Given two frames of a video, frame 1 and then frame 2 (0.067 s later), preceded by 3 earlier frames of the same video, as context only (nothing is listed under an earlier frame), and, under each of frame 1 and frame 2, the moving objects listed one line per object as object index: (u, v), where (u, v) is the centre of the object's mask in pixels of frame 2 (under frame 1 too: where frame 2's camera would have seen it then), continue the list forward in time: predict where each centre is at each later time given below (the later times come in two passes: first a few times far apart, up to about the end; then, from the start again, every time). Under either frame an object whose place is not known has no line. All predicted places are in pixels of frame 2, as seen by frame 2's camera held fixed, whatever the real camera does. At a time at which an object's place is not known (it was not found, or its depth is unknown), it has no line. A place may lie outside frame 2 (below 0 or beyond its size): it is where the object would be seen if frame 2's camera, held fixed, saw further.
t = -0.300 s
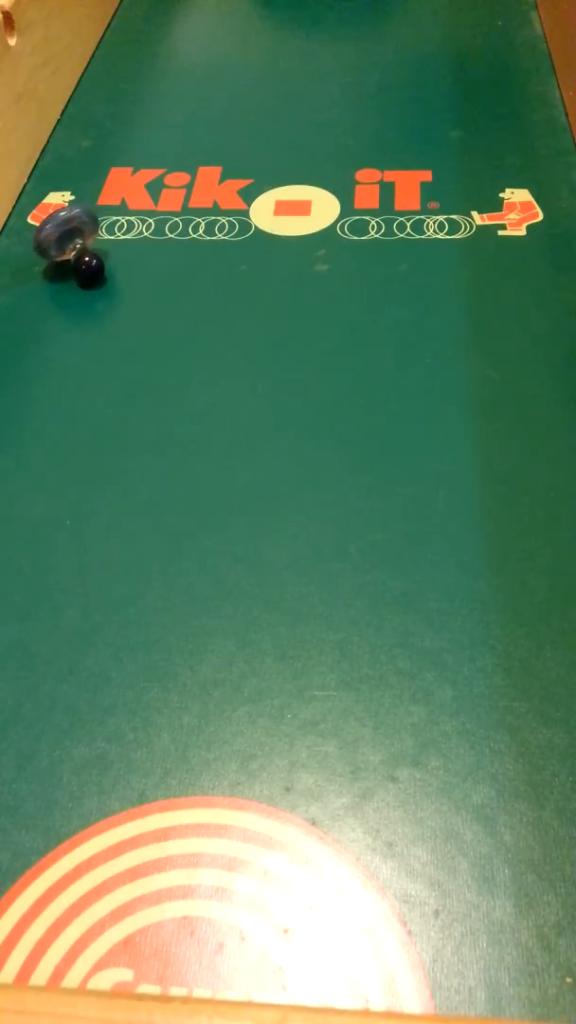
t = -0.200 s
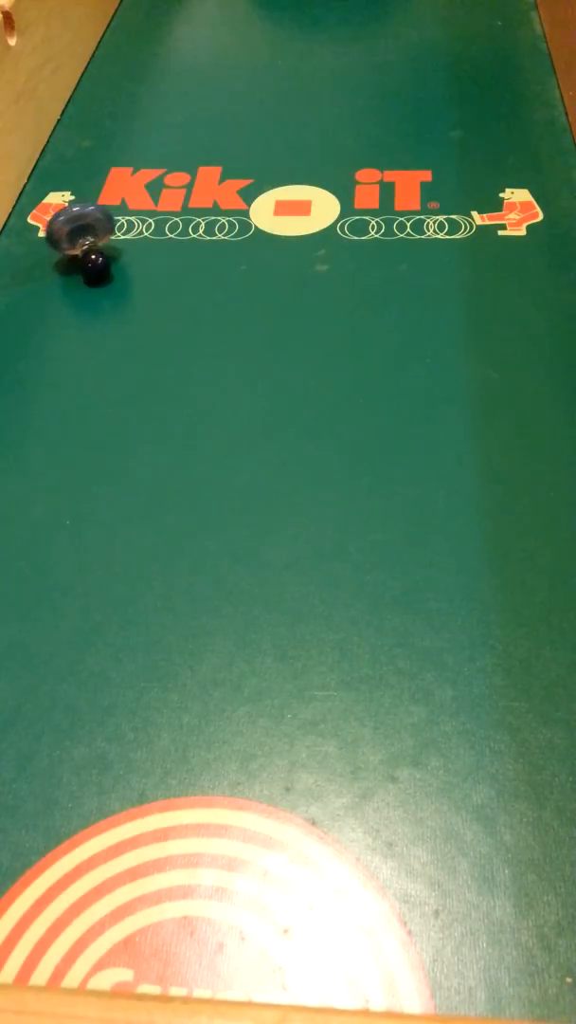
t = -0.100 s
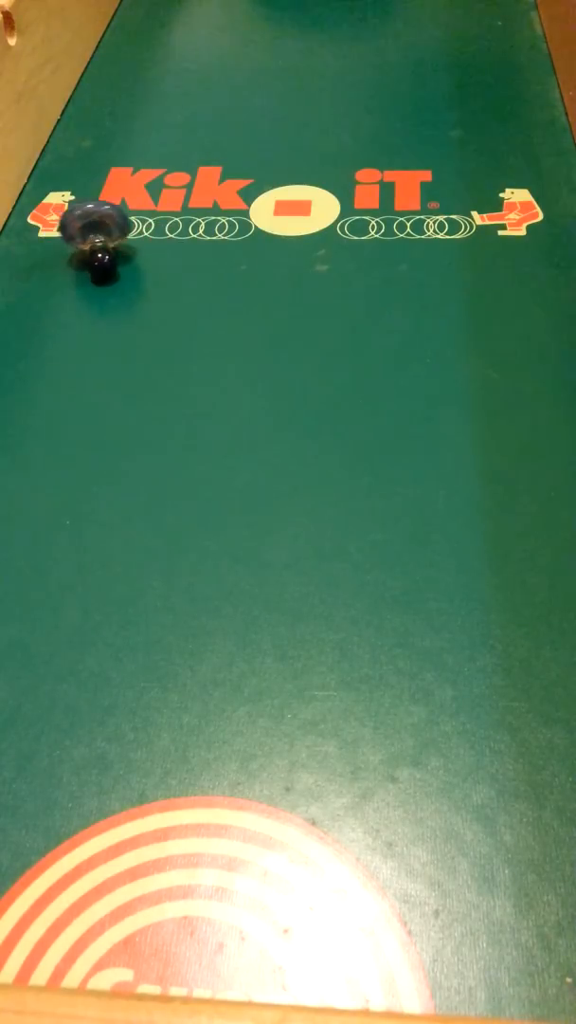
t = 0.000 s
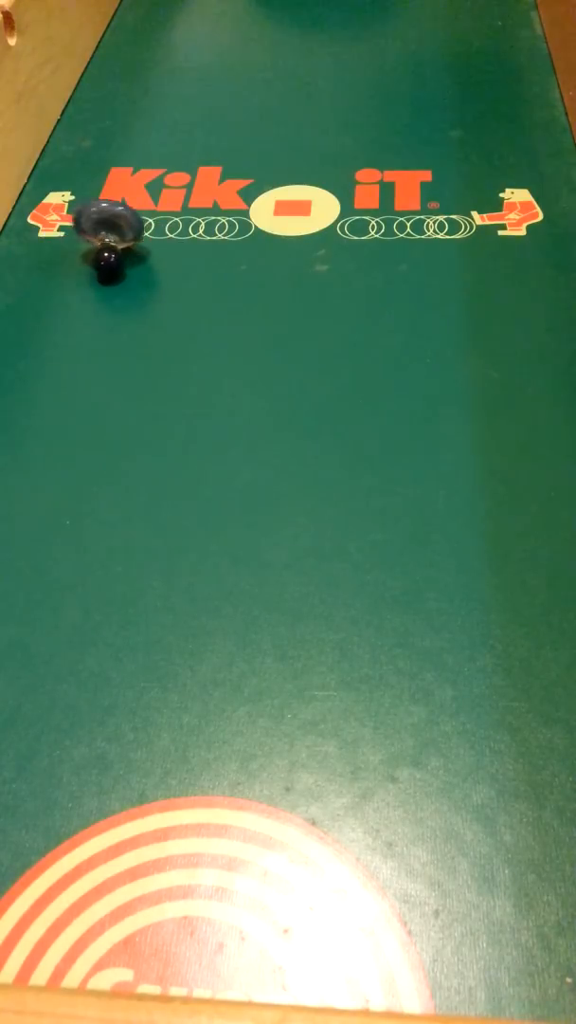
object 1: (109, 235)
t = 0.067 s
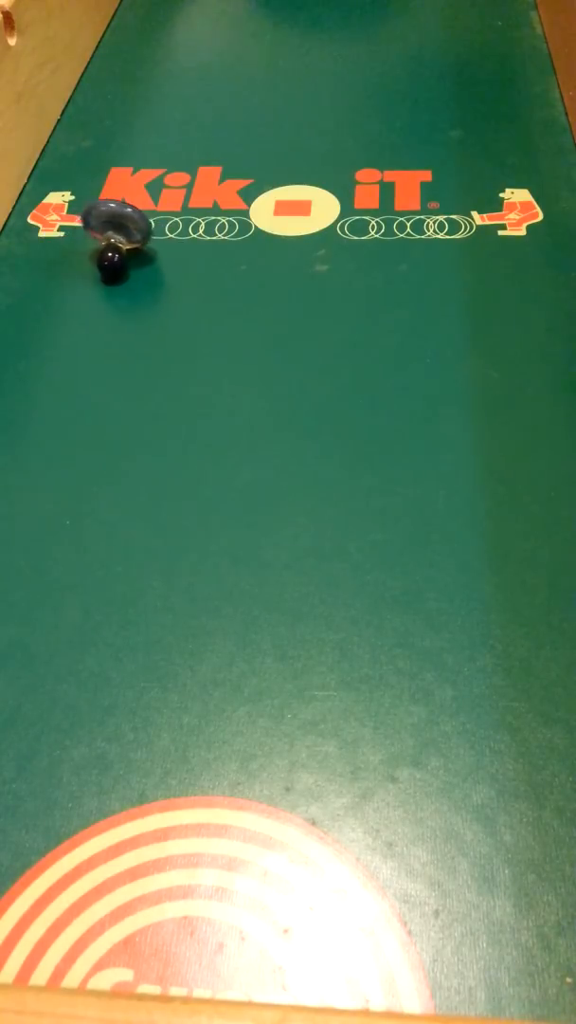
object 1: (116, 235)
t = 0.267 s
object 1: (134, 239)
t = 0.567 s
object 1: (152, 253)
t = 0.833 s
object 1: (159, 261)
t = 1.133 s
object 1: (159, 277)
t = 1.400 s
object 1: (150, 289)
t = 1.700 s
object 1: (124, 302)
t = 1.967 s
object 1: (103, 307)
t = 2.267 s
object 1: (93, 308)
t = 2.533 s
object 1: (90, 308)
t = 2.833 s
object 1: (89, 308)
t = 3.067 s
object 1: (90, 308)
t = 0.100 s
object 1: (119, 235)
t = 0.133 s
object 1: (122, 236)
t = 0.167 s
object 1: (125, 237)
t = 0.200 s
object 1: (128, 236)
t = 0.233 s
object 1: (131, 238)
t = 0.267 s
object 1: (134, 239)
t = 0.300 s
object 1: (136, 240)
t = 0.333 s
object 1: (139, 242)
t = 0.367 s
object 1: (141, 243)
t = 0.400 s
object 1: (143, 244)
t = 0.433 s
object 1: (146, 247)
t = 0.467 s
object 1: (147, 248)
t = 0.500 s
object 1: (149, 249)
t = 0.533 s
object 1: (151, 251)
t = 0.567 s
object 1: (152, 253)
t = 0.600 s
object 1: (153, 254)
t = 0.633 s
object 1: (154, 255)
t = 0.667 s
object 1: (155, 257)
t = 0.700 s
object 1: (156, 256)
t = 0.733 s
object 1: (157, 257)
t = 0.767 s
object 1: (158, 261)
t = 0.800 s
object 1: (158, 259)
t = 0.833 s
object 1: (159, 261)
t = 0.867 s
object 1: (159, 262)
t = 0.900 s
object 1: (160, 263)
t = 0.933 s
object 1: (160, 265)
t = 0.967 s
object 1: (160, 267)
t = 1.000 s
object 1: (160, 268)
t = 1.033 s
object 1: (160, 272)
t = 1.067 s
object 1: (160, 274)
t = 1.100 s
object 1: (160, 275)
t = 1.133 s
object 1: (159, 277)
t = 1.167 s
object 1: (159, 279)
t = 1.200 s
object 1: (158, 281)
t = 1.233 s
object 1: (157, 282)
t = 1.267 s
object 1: (156, 283)
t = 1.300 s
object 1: (155, 285)
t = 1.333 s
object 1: (153, 286)
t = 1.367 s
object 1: (150, 288)
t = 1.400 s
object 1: (150, 289)
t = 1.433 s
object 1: (149, 291)
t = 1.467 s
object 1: (146, 292)
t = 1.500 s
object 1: (144, 294)
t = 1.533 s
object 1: (141, 296)
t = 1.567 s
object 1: (137, 298)
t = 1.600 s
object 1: (134, 299)
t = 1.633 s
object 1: (130, 300)
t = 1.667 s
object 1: (127, 301)
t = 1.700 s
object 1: (124, 302)
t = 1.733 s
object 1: (120, 303)
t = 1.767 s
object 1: (117, 304)
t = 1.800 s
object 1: (114, 304)
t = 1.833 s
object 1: (111, 304)
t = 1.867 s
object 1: (108, 305)
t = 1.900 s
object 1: (106, 305)
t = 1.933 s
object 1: (105, 306)
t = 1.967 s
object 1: (103, 307)
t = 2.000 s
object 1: (102, 307)
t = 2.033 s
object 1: (100, 307)
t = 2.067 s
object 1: (99, 308)
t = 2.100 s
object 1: (97, 308)
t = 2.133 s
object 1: (96, 308)
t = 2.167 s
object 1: (95, 308)
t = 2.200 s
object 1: (94, 308)
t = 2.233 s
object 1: (93, 308)
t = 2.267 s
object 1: (93, 308)
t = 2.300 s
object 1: (92, 308)
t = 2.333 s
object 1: (92, 308)
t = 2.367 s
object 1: (91, 308)
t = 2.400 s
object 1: (91, 308)
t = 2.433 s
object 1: (91, 308)
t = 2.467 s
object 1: (90, 308)
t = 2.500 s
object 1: (90, 308)
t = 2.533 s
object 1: (90, 308)
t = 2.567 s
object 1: (89, 308)
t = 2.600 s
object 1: (89, 308)
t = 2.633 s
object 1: (88, 308)
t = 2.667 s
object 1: (88, 308)
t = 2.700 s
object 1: (88, 308)
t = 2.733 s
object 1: (88, 308)
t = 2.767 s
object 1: (88, 308)
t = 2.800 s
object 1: (89, 308)
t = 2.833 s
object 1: (89, 308)
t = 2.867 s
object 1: (89, 308)
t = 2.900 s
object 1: (90, 308)
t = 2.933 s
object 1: (90, 308)
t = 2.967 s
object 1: (90, 308)
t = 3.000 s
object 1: (90, 308)
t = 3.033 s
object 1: (90, 308)
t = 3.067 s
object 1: (90, 308)
